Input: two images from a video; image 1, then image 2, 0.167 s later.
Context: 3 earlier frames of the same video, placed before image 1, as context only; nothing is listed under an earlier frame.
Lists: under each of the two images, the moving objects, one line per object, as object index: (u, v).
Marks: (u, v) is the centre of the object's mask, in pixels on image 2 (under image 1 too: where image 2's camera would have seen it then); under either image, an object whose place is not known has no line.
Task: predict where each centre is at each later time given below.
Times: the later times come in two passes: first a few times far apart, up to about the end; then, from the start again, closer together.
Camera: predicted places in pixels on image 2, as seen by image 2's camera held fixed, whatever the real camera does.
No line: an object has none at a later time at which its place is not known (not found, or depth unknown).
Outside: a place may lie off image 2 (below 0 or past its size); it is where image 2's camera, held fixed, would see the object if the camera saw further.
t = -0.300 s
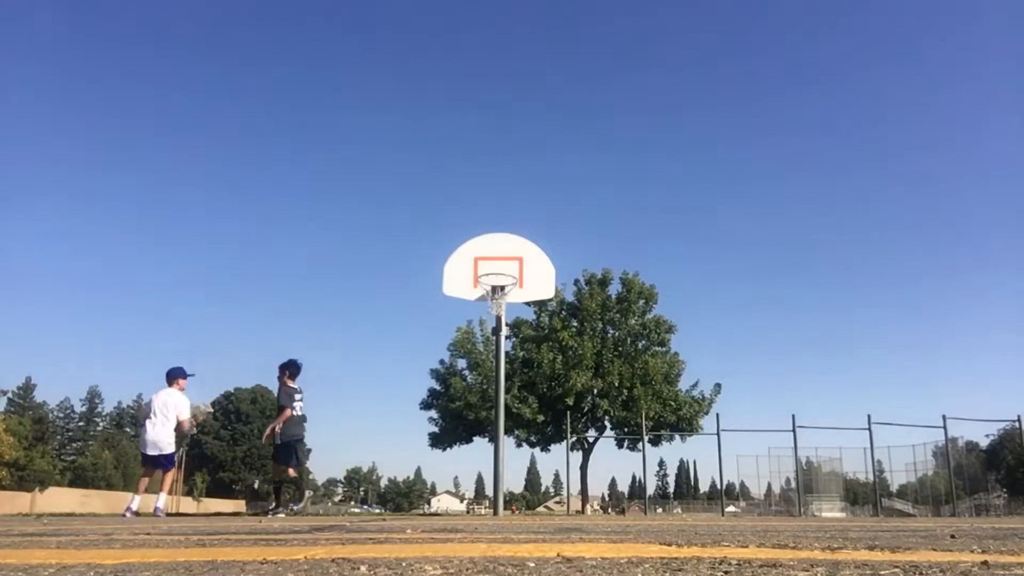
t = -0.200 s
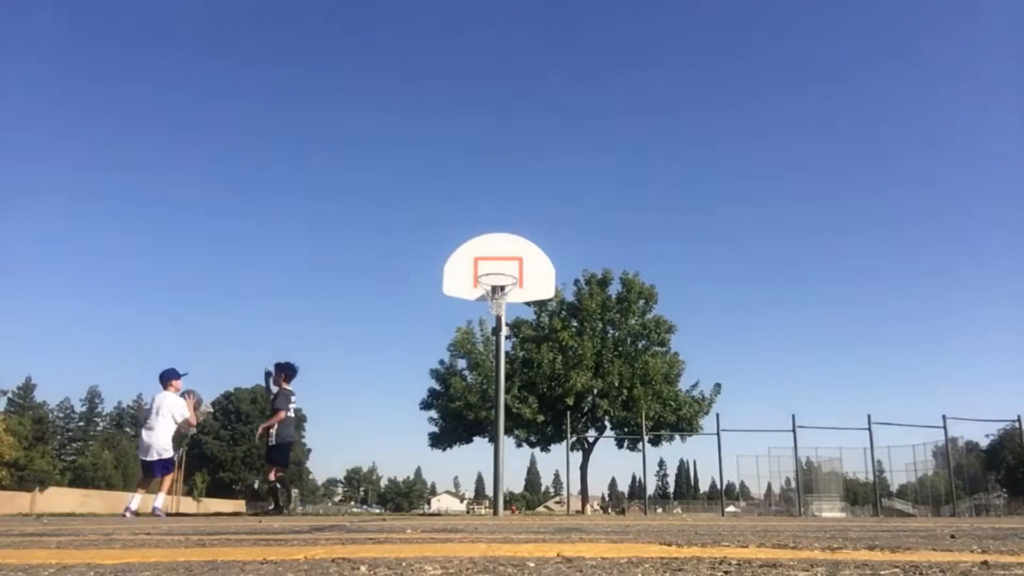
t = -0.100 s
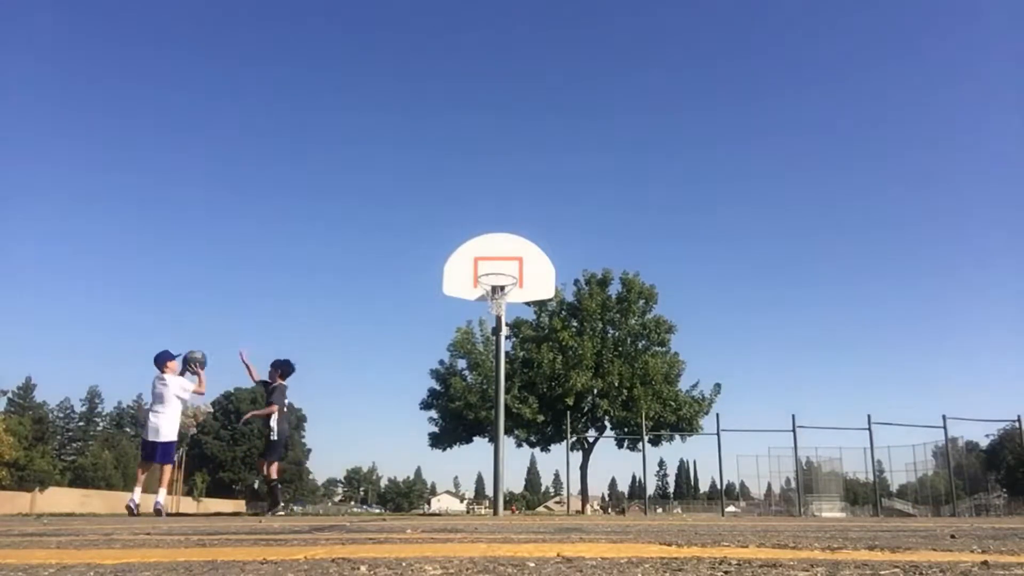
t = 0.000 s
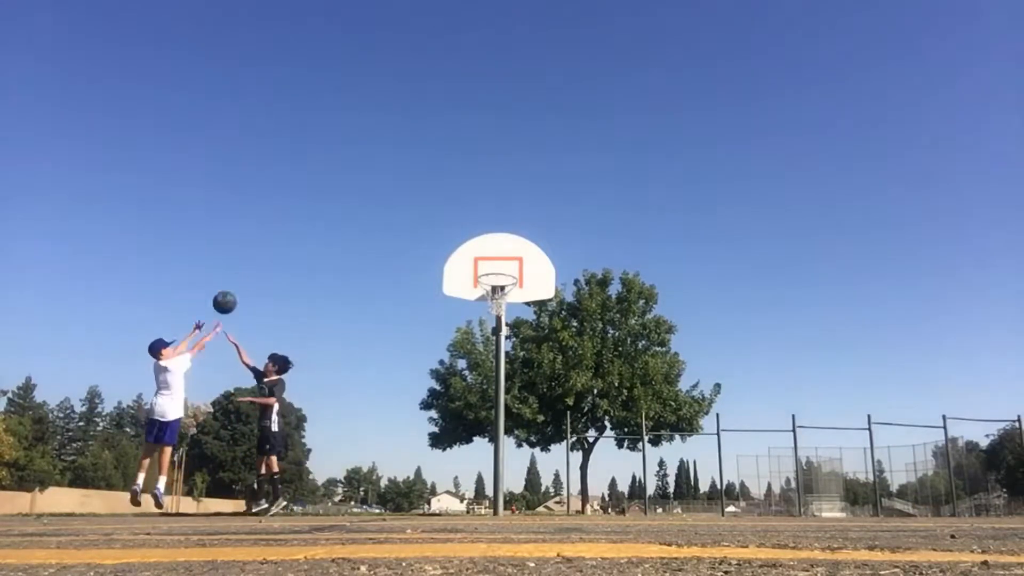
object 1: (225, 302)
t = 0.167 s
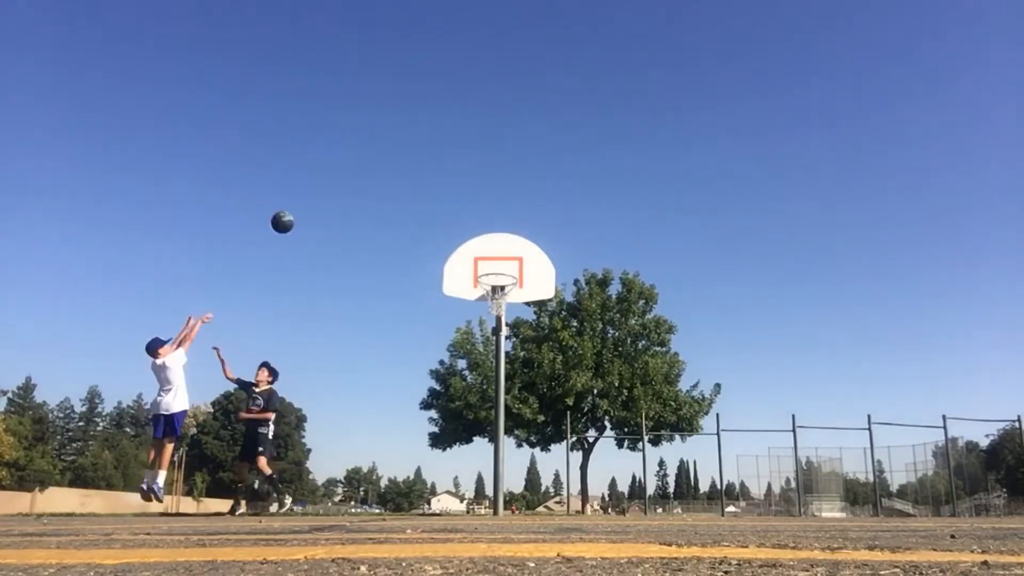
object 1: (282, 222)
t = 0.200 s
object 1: (293, 210)
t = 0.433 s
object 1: (360, 156)
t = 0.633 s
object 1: (413, 147)
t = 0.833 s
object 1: (461, 170)
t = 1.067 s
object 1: (513, 235)
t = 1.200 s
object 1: (542, 290)
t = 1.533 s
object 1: (615, 490)
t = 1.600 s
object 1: (622, 487)
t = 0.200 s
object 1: (293, 210)
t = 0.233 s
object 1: (303, 199)
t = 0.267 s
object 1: (313, 189)
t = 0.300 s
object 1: (323, 181)
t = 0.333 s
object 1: (333, 173)
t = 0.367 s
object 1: (342, 166)
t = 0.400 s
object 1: (351, 160)
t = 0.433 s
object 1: (360, 156)
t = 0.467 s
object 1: (370, 152)
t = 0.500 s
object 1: (378, 149)
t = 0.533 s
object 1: (387, 147)
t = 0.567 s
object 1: (395, 147)
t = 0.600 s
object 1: (404, 147)
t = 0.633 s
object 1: (413, 147)
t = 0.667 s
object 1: (420, 149)
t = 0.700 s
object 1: (429, 151)
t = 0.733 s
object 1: (437, 155)
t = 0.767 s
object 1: (445, 159)
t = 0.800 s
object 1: (453, 164)
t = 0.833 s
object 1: (461, 170)
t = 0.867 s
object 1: (468, 177)
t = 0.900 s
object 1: (476, 184)
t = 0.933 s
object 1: (483, 193)
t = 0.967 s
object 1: (491, 202)
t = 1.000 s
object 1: (498, 212)
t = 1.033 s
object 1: (506, 223)
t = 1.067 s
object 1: (513, 235)
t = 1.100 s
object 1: (521, 247)
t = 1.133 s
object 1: (528, 260)
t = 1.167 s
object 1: (535, 275)
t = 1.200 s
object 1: (542, 290)
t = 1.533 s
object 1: (615, 490)
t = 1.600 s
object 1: (622, 487)
